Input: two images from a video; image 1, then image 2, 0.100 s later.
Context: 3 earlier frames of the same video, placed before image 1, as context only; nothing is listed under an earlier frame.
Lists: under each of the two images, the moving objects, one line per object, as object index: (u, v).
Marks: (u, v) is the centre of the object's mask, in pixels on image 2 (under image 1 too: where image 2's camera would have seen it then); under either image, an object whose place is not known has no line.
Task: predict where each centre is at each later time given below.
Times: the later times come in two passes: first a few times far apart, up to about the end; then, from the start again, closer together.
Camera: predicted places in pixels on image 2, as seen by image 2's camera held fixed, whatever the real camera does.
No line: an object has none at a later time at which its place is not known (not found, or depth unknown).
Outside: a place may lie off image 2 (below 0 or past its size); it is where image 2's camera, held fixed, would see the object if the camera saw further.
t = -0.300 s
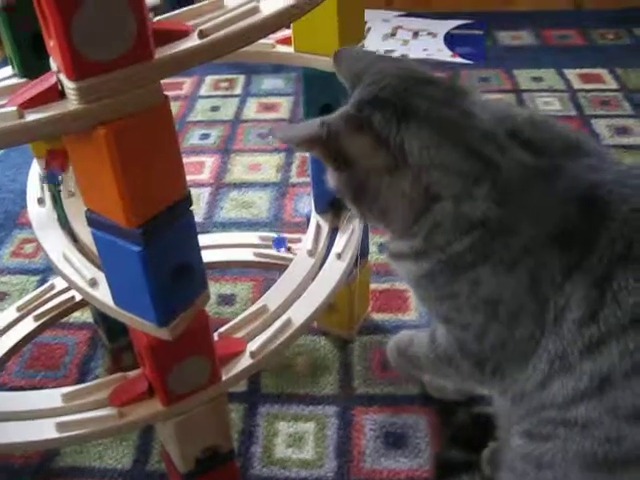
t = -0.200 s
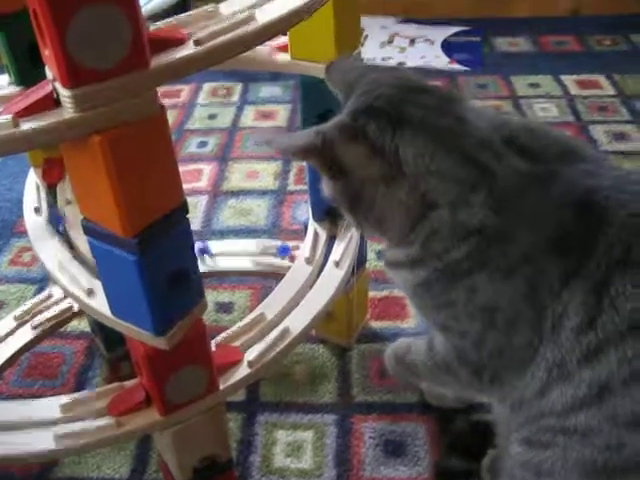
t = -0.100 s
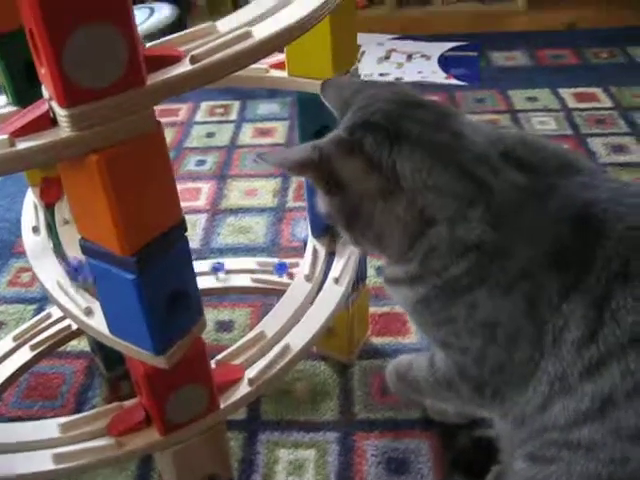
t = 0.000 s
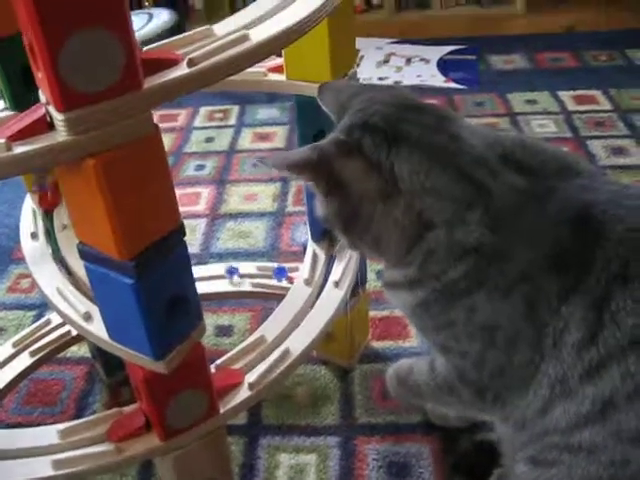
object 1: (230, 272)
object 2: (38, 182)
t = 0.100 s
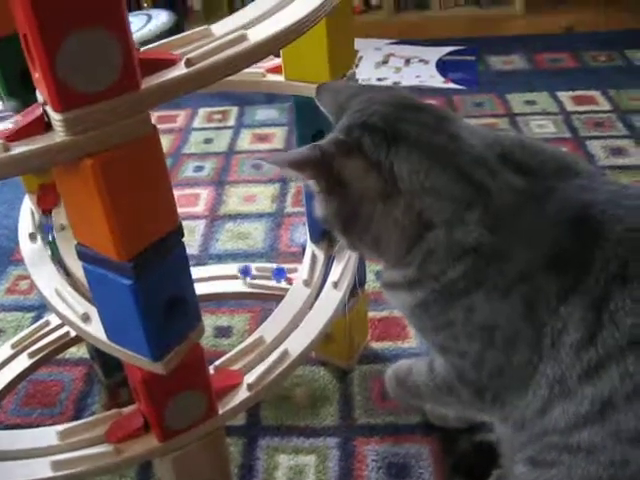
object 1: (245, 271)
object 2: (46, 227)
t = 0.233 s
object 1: (261, 271)
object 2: (72, 269)
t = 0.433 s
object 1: (264, 272)
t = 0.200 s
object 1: (259, 271)
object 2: (63, 261)
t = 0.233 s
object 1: (261, 271)
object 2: (72, 269)
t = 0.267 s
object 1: (263, 271)
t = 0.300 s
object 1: (263, 272)
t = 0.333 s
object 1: (263, 271)
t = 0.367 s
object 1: (263, 272)
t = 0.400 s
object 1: (264, 272)
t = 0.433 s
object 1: (264, 272)
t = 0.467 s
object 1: (263, 271)
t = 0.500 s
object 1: (263, 272)
